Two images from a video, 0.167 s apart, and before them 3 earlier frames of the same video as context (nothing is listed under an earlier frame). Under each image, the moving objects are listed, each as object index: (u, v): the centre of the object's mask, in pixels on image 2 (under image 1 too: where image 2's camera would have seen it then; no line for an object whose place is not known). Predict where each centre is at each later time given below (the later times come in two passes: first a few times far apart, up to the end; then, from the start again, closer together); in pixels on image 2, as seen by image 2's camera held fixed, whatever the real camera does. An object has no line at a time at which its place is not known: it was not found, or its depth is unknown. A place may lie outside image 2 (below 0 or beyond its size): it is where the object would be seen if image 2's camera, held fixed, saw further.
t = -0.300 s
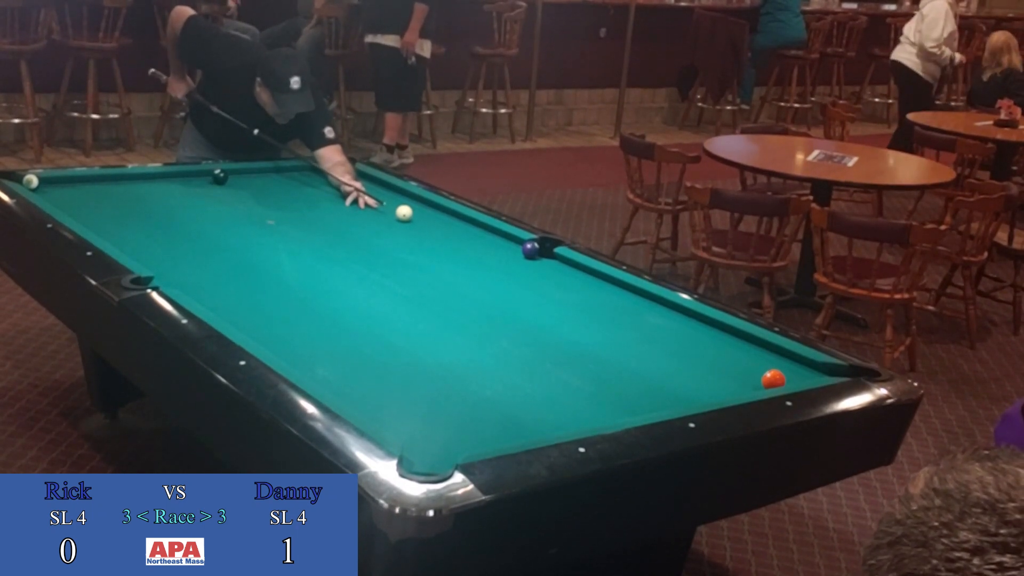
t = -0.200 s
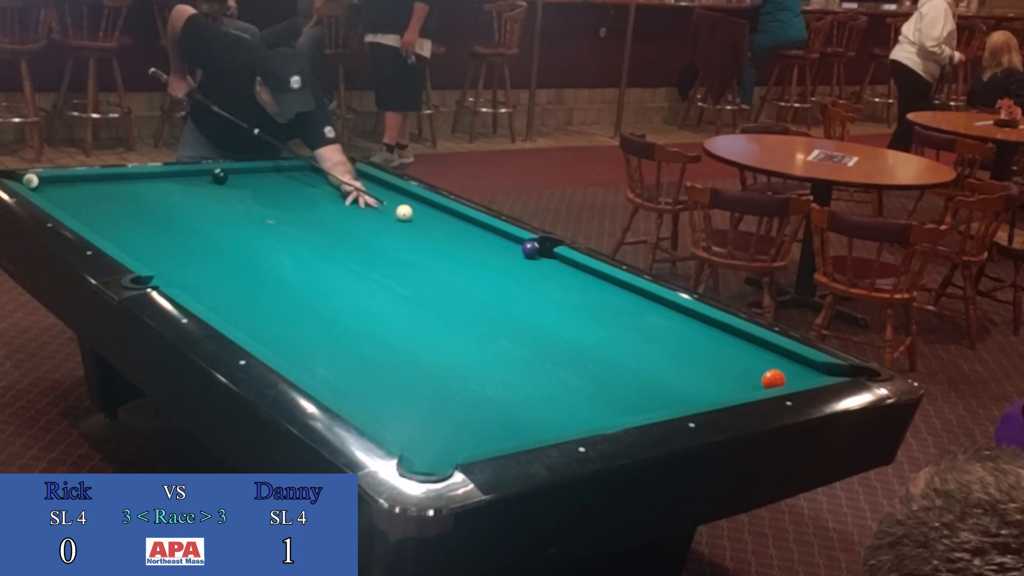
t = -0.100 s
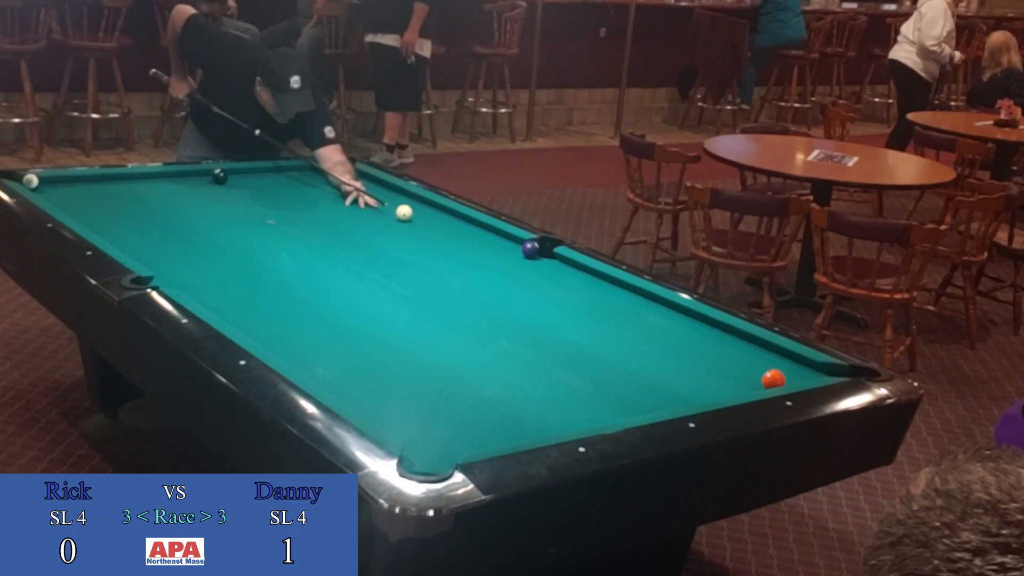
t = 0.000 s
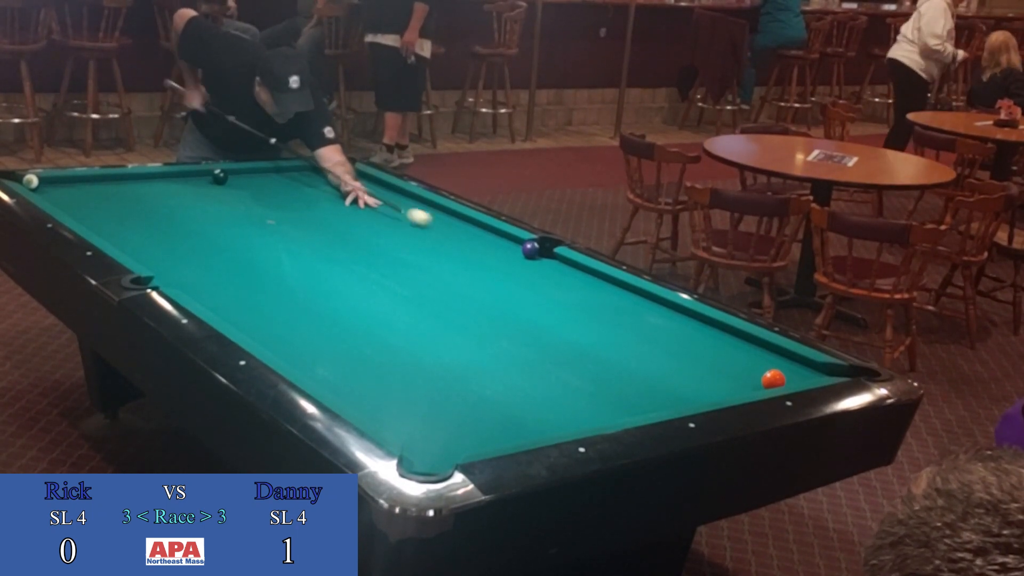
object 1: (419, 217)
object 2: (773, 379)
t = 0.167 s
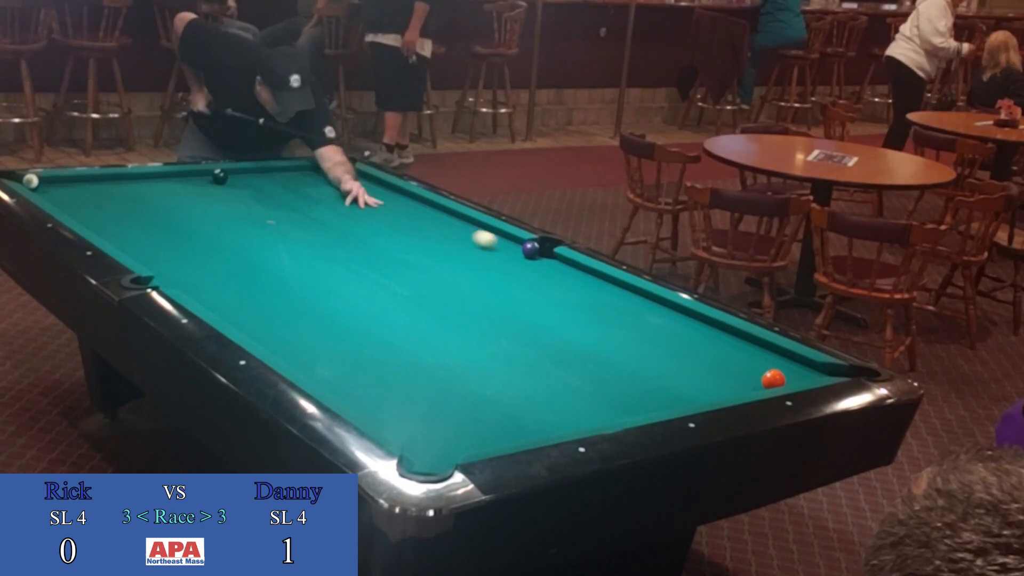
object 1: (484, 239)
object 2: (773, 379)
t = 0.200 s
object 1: (496, 243)
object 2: (773, 379)
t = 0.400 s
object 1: (548, 267)
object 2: (773, 379)
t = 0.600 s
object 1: (599, 292)
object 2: (773, 379)
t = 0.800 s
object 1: (656, 320)
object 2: (773, 379)
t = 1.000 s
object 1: (719, 351)
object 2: (773, 379)
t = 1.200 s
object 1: (775, 368)
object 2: (770, 380)
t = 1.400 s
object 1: (801, 376)
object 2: (732, 371)
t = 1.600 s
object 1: (795, 372)
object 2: (698, 359)
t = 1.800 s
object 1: (789, 367)
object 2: (665, 349)
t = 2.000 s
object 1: (784, 362)
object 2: (635, 338)
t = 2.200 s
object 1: (779, 357)
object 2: (607, 329)
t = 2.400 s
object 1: (775, 353)
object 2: (581, 321)
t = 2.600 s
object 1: (771, 350)
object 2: (557, 313)
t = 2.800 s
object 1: (767, 347)
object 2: (534, 306)
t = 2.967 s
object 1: (764, 346)
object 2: (516, 300)
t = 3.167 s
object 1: (760, 346)
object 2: (496, 294)
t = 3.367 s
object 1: (758, 345)
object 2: (477, 288)
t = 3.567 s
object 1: (757, 345)
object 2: (460, 283)
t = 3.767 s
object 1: (758, 345)
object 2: (443, 278)
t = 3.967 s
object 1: (758, 345)
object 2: (428, 273)
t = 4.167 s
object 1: (758, 345)
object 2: (414, 269)
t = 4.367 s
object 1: (758, 345)
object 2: (400, 265)
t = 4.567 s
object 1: (758, 345)
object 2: (388, 261)
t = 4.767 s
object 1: (757, 345)
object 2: (377, 257)
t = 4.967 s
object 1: (758, 345)
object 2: (367, 254)
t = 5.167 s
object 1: (758, 345)
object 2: (358, 251)
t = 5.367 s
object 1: (758, 345)
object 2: (349, 249)
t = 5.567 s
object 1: (758, 345)
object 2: (342, 246)
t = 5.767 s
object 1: (758, 345)
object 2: (335, 244)
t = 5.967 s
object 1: (758, 345)
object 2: (328, 243)
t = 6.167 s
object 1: (758, 345)
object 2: (323, 241)
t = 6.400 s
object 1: (758, 345)
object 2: (317, 239)
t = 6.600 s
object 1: (758, 345)
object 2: (314, 239)
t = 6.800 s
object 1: (757, 345)
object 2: (311, 238)
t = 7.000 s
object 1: (758, 345)
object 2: (310, 237)
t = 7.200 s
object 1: (758, 345)
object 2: (310, 236)
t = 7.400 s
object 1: (757, 345)
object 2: (310, 237)
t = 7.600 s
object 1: (758, 345)
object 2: (310, 236)
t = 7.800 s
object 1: (758, 344)
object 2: (310, 236)
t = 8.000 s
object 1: (757, 345)
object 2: (310, 237)
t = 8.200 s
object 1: (758, 345)
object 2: (310, 236)
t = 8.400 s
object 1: (758, 345)
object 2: (310, 236)
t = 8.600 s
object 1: (758, 345)
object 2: (310, 236)
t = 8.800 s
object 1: (758, 345)
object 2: (310, 236)
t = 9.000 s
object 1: (758, 345)
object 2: (310, 236)
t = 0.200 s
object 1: (496, 243)
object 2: (773, 379)
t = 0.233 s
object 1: (507, 247)
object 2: (773, 379)
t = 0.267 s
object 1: (516, 251)
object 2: (773, 379)
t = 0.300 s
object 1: (524, 255)
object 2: (773, 379)
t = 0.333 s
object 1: (532, 258)
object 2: (773, 379)
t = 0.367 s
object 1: (540, 263)
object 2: (773, 379)
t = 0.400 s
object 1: (548, 267)
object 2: (773, 379)
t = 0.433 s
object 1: (556, 271)
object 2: (773, 379)
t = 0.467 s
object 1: (565, 275)
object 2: (773, 379)
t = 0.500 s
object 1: (573, 279)
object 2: (773, 379)
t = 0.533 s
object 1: (582, 284)
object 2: (773, 379)
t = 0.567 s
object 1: (591, 288)
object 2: (773, 379)
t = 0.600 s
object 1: (599, 292)
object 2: (773, 379)
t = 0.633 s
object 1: (609, 297)
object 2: (773, 379)
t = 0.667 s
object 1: (618, 301)
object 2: (773, 379)
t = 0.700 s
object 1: (627, 306)
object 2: (773, 379)
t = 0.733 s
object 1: (637, 310)
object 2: (773, 379)
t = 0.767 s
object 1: (647, 315)
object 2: (773, 379)
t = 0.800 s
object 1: (656, 320)
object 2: (773, 379)
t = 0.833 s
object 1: (666, 325)
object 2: (773, 379)
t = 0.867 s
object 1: (677, 330)
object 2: (773, 379)
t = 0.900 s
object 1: (687, 335)
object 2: (773, 379)
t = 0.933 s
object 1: (698, 340)
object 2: (773, 379)
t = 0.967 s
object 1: (708, 345)
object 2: (773, 379)
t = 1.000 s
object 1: (719, 351)
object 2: (773, 379)
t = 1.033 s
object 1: (730, 356)
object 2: (773, 379)
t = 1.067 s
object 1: (742, 362)
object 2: (773, 379)
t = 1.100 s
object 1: (753, 367)
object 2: (773, 379)
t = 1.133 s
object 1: (761, 370)
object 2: (775, 380)
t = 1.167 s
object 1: (767, 370)
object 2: (776, 381)
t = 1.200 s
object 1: (775, 368)
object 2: (770, 380)
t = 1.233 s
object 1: (781, 373)
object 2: (764, 379)
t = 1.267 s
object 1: (785, 374)
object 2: (757, 378)
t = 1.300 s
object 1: (791, 375)
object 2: (751, 376)
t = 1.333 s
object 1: (797, 376)
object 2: (745, 375)
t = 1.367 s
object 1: (802, 376)
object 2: (738, 373)
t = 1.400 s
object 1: (801, 376)
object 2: (732, 371)
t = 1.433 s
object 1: (800, 375)
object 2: (726, 369)
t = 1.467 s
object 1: (799, 374)
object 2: (721, 367)
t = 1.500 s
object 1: (798, 373)
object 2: (715, 365)
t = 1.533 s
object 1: (797, 373)
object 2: (709, 363)
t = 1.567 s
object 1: (796, 372)
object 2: (703, 361)
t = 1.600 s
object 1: (795, 372)
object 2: (698, 359)
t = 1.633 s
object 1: (794, 371)
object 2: (692, 357)
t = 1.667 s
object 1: (793, 371)
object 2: (686, 355)
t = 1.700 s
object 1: (792, 370)
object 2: (681, 354)
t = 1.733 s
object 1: (791, 369)
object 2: (676, 352)
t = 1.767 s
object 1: (790, 368)
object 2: (671, 350)
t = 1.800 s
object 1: (789, 367)
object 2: (665, 349)
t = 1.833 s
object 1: (788, 366)
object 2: (661, 347)
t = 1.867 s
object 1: (788, 365)
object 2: (655, 345)
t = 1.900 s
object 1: (786, 364)
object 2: (650, 344)
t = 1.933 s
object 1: (786, 364)
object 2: (645, 342)
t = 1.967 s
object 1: (785, 363)
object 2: (640, 340)
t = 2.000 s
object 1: (784, 362)
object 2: (635, 338)
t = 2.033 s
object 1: (783, 361)
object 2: (630, 337)
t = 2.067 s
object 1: (782, 360)
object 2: (626, 335)
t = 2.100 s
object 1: (782, 360)
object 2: (621, 334)
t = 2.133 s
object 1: (781, 359)
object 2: (616, 333)
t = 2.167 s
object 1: (780, 358)
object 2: (612, 331)
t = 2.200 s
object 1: (779, 357)
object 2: (607, 329)
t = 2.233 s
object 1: (778, 357)
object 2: (603, 328)
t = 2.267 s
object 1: (778, 356)
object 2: (599, 326)
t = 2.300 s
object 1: (777, 355)
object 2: (594, 325)
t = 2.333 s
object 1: (776, 354)
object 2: (590, 324)
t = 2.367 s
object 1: (775, 354)
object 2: (585, 322)
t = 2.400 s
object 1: (775, 353)
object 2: (581, 321)
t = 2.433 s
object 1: (774, 353)
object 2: (577, 320)
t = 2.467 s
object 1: (774, 352)
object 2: (573, 319)
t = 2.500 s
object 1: (773, 351)
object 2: (569, 317)
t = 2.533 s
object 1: (772, 351)
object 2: (565, 315)
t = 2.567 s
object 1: (772, 350)
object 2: (561, 314)
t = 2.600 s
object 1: (771, 350)
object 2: (557, 313)
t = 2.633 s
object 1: (771, 349)
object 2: (553, 312)
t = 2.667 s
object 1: (770, 349)
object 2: (549, 311)
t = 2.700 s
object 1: (770, 348)
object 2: (545, 309)
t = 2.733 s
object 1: (769, 348)
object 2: (541, 308)
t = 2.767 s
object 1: (768, 347)
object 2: (538, 307)
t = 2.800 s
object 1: (767, 347)
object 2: (534, 306)
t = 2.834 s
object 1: (767, 347)
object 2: (531, 305)
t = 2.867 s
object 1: (766, 346)
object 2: (527, 304)
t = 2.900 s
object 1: (765, 347)
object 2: (523, 303)
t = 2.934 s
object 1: (764, 346)
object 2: (520, 302)
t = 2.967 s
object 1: (764, 346)
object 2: (516, 300)
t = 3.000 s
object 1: (763, 346)
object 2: (513, 299)
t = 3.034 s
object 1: (763, 346)
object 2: (509, 298)
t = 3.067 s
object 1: (762, 346)
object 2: (506, 297)
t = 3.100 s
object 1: (761, 346)
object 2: (503, 296)
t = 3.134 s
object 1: (761, 346)
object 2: (499, 295)
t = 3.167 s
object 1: (760, 346)
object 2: (496, 294)
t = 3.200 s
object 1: (760, 346)
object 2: (493, 293)
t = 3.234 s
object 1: (759, 345)
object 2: (489, 292)
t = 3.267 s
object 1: (759, 345)
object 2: (486, 291)
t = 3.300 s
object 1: (758, 345)
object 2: (483, 290)
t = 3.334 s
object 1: (758, 345)
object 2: (480, 289)
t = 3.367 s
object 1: (758, 345)
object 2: (477, 288)
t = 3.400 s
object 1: (758, 345)
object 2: (474, 288)
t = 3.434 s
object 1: (757, 345)
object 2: (471, 287)
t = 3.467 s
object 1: (757, 345)
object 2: (468, 286)
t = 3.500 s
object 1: (757, 345)
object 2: (465, 285)
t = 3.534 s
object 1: (757, 345)
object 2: (463, 284)
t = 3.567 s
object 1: (757, 345)
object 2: (460, 283)
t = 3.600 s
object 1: (757, 345)
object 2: (457, 282)
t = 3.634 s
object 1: (758, 345)
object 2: (454, 281)
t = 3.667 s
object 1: (757, 345)
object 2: (451, 280)
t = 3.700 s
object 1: (758, 345)
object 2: (449, 279)
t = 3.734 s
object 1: (758, 345)
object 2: (446, 278)
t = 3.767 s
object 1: (758, 345)
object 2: (443, 278)
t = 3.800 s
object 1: (758, 345)
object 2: (440, 277)
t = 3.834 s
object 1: (758, 345)
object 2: (438, 276)
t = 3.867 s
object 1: (758, 345)
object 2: (435, 275)
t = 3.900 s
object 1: (758, 345)
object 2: (433, 274)
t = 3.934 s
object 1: (758, 345)
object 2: (430, 274)
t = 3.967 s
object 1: (758, 345)
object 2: (428, 273)
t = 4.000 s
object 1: (757, 345)
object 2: (425, 272)
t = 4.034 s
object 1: (757, 345)
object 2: (423, 272)
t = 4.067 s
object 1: (758, 345)
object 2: (421, 271)
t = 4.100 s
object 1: (758, 345)
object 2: (418, 270)
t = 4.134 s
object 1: (758, 345)
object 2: (416, 269)
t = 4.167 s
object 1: (758, 345)
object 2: (414, 269)
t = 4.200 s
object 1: (758, 345)
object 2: (411, 268)
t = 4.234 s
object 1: (758, 345)
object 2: (409, 267)
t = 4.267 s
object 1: (758, 345)
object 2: (407, 267)
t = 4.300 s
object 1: (758, 345)
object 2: (405, 266)
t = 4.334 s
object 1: (758, 345)
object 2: (402, 265)
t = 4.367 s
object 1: (758, 345)
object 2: (400, 265)
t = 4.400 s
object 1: (758, 345)
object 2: (398, 264)
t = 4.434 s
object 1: (757, 345)
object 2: (396, 263)
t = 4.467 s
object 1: (758, 345)
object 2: (394, 263)
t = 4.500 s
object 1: (758, 345)
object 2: (392, 262)
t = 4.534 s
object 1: (758, 345)
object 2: (390, 261)
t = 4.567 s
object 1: (758, 345)
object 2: (388, 261)
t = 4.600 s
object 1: (758, 345)
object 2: (387, 261)
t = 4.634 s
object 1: (757, 345)
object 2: (385, 260)
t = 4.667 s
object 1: (757, 345)
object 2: (383, 259)
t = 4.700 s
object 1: (758, 345)
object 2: (381, 258)
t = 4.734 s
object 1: (758, 345)
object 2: (379, 258)
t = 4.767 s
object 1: (757, 345)
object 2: (377, 257)
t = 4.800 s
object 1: (757, 345)
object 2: (375, 257)
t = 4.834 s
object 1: (758, 345)
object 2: (374, 256)
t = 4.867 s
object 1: (758, 345)
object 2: (372, 256)
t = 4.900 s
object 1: (758, 345)
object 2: (370, 255)
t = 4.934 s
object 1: (758, 345)
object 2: (369, 255)
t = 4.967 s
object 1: (758, 345)
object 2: (367, 254)
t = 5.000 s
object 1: (758, 345)
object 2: (366, 254)
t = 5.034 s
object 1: (758, 345)
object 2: (364, 253)
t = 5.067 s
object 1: (758, 345)
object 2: (362, 253)
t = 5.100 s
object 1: (758, 345)
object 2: (361, 252)
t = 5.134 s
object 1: (758, 345)
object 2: (359, 252)
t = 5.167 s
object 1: (758, 345)
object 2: (358, 251)
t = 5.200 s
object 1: (758, 345)
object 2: (356, 251)
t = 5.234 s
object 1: (758, 345)
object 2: (355, 250)
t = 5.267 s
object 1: (758, 345)
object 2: (353, 250)
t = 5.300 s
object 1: (758, 345)
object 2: (352, 249)
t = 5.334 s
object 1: (758, 345)
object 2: (351, 249)
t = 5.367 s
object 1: (758, 345)
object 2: (349, 249)
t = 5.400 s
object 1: (758, 345)
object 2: (348, 248)
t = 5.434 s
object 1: (758, 345)
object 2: (347, 248)
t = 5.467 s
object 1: (758, 345)
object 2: (345, 247)
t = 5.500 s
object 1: (758, 345)
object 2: (344, 247)
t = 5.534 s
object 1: (758, 345)
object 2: (343, 247)
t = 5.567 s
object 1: (758, 345)
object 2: (342, 246)
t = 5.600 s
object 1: (758, 345)
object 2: (340, 246)
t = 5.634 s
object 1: (758, 345)
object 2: (339, 246)
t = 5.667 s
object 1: (758, 345)
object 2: (338, 246)
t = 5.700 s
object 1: (758, 345)
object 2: (337, 245)
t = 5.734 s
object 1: (758, 345)
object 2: (336, 245)
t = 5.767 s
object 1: (758, 345)
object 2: (335, 244)
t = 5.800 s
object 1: (758, 345)
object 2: (333, 244)
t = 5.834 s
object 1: (758, 345)
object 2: (332, 243)
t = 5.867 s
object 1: (758, 345)
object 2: (331, 243)
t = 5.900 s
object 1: (758, 345)
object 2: (330, 243)
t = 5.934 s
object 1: (758, 346)
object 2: (329, 243)
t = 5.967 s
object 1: (758, 345)
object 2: (328, 243)
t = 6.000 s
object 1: (758, 345)
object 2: (327, 242)
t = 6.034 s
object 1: (758, 345)
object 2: (326, 242)
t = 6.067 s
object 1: (758, 344)
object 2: (325, 241)
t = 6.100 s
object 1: (758, 344)
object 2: (325, 241)
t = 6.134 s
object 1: (758, 345)
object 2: (324, 241)
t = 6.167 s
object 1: (758, 345)
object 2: (323, 241)
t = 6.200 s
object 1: (758, 345)
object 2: (322, 241)
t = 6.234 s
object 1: (758, 345)
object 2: (321, 241)
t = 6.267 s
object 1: (758, 345)
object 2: (320, 240)
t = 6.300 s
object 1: (758, 345)
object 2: (319, 240)
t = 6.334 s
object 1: (758, 345)
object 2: (318, 240)
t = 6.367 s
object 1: (758, 345)
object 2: (318, 239)
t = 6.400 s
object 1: (758, 345)
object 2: (317, 239)
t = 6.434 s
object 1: (758, 345)
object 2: (316, 239)
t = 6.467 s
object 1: (758, 345)
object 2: (316, 239)
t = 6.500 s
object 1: (758, 345)
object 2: (315, 239)
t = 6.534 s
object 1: (758, 345)
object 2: (314, 239)
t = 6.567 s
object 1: (758, 345)
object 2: (314, 239)
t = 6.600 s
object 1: (758, 345)
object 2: (314, 239)
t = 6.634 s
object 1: (758, 345)
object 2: (313, 238)
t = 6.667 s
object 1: (758, 345)
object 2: (313, 238)
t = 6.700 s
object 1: (758, 345)
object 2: (312, 238)
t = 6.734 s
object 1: (758, 345)
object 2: (312, 238)
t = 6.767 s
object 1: (758, 345)
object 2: (311, 238)
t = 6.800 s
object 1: (757, 345)
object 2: (311, 238)
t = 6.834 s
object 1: (758, 345)
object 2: (311, 238)
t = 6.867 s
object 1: (758, 345)
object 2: (311, 238)
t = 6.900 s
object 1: (757, 345)
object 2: (311, 237)
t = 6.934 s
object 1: (758, 345)
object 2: (310, 237)
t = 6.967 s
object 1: (757, 345)
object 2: (310, 237)
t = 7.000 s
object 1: (758, 345)
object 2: (310, 237)
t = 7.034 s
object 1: (758, 345)
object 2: (310, 237)
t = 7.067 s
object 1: (757, 345)
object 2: (310, 237)
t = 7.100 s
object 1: (758, 345)
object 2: (310, 237)
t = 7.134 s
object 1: (758, 345)
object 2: (310, 237)
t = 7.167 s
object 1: (757, 345)
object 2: (310, 237)
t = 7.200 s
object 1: (758, 345)
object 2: (310, 236)
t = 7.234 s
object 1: (758, 344)
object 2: (310, 236)
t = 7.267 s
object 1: (758, 344)
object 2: (310, 236)
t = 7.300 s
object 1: (757, 344)
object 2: (310, 236)
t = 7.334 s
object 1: (757, 345)
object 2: (310, 237)
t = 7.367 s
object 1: (757, 345)
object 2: (310, 237)
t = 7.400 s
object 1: (757, 345)
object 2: (310, 237)
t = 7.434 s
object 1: (758, 345)
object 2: (310, 237)
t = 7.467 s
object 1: (758, 345)
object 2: (310, 236)
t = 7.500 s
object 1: (758, 344)
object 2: (310, 236)
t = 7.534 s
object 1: (758, 344)
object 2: (310, 236)
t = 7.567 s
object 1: (758, 345)
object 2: (310, 236)
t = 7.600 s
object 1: (758, 345)
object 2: (310, 236)
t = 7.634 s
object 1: (757, 345)
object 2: (310, 237)
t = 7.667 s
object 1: (758, 345)
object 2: (310, 237)
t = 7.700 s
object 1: (758, 345)
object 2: (310, 236)
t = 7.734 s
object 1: (758, 345)
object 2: (310, 236)
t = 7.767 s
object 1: (758, 345)
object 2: (310, 236)
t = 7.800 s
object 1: (758, 344)
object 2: (310, 236)
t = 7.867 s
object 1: (758, 344)
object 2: (310, 236)
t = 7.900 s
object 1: (758, 345)
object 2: (310, 236)
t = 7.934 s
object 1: (758, 345)
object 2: (310, 237)
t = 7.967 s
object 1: (758, 345)
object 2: (310, 237)
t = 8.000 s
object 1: (757, 345)
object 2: (310, 237)
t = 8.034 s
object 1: (758, 345)
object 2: (310, 236)
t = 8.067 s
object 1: (758, 345)
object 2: (310, 236)
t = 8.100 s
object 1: (758, 345)
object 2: (310, 236)
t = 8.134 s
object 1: (758, 345)
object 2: (310, 236)
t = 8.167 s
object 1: (758, 345)
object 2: (310, 236)
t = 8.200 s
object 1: (758, 345)
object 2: (310, 236)
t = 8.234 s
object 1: (758, 345)
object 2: (310, 236)
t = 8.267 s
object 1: (757, 345)
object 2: (310, 237)
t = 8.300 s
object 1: (757, 345)
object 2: (310, 237)
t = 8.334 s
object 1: (758, 345)
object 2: (310, 236)
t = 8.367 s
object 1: (758, 344)
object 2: (310, 236)
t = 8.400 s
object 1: (758, 345)
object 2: (310, 236)
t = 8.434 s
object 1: (758, 345)
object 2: (310, 236)
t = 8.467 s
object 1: (758, 345)
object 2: (310, 236)
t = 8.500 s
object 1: (758, 345)
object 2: (310, 236)
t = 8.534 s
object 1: (758, 345)
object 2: (310, 236)
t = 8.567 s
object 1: (758, 345)
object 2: (310, 236)
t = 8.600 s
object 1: (758, 345)
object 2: (310, 236)
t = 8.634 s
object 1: (758, 345)
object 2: (310, 236)
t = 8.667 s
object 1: (758, 345)
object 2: (310, 236)
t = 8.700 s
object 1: (758, 345)
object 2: (310, 236)
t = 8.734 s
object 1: (758, 345)
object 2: (310, 236)
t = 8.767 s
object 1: (758, 345)
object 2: (310, 236)
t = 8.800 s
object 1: (758, 345)
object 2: (310, 236)
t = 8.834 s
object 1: (758, 345)
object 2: (310, 236)
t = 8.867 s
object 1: (758, 345)
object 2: (310, 236)
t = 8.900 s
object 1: (758, 345)
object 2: (310, 236)
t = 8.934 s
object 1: (758, 345)
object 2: (310, 236)
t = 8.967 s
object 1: (758, 345)
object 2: (310, 236)
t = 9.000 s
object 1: (758, 345)
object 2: (310, 236)
